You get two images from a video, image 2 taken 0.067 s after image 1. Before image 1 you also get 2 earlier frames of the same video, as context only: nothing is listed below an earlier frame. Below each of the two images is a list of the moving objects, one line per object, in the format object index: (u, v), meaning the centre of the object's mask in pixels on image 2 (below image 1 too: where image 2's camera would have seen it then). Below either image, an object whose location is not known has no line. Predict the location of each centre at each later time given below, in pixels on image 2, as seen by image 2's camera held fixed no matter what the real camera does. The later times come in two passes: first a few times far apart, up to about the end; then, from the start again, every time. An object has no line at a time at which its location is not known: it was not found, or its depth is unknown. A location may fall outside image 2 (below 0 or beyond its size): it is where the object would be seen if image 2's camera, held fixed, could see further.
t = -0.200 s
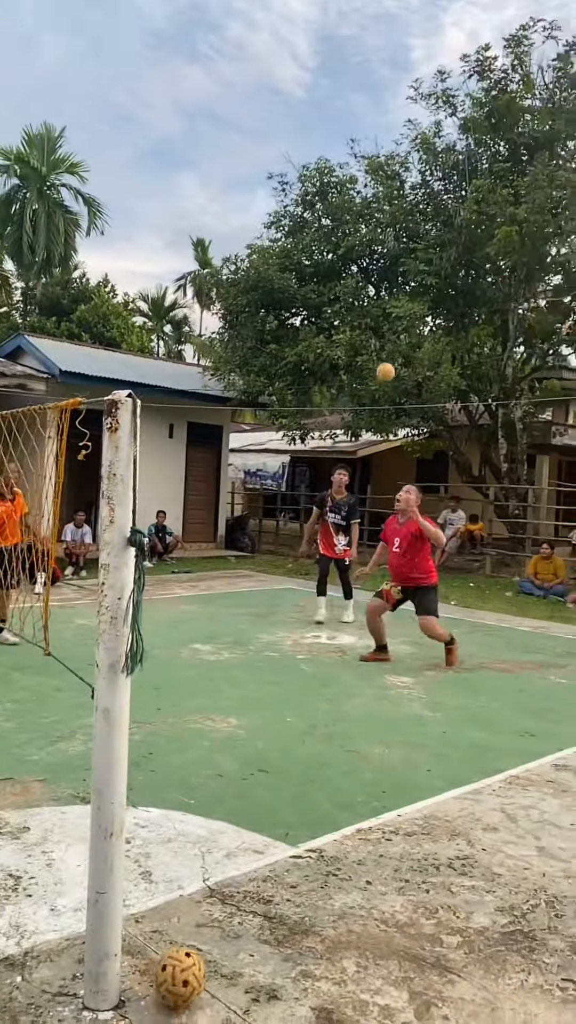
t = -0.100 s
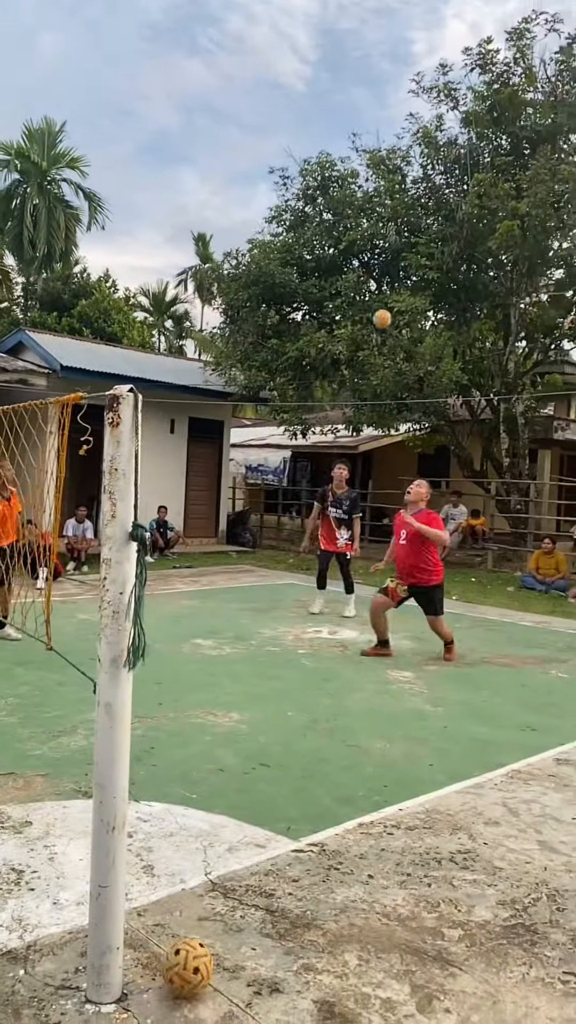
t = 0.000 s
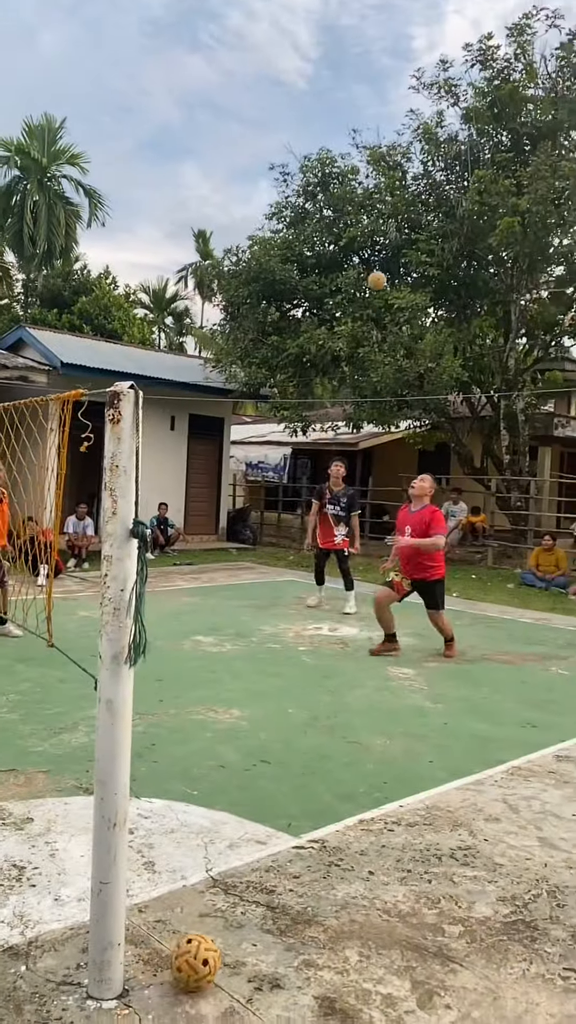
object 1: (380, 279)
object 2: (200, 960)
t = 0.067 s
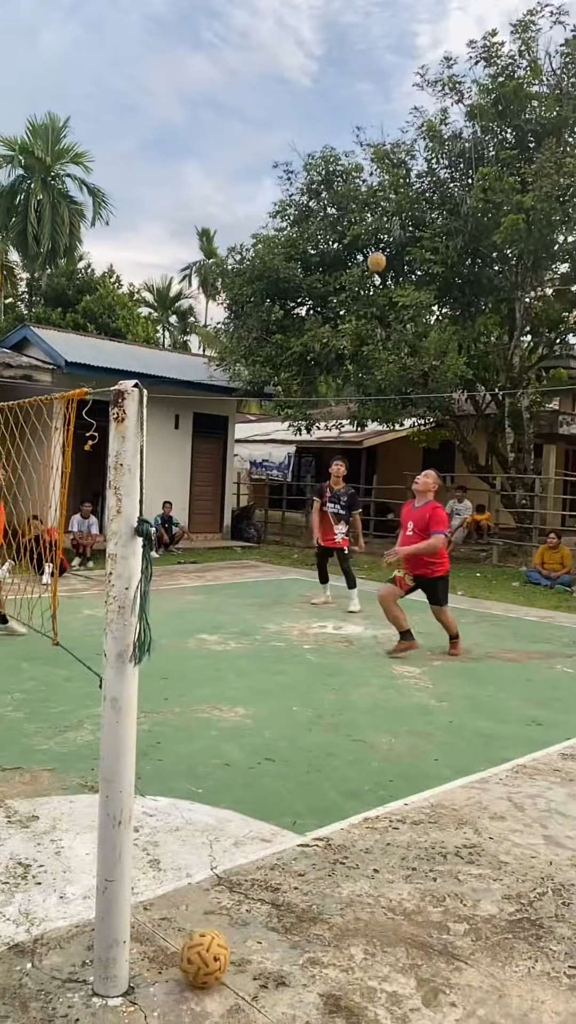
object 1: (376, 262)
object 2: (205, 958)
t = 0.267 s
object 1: (362, 249)
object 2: (218, 953)
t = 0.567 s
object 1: (335, 328)
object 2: (244, 946)
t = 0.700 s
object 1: (320, 398)
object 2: (255, 943)
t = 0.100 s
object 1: (374, 257)
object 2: (207, 958)
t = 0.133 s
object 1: (372, 253)
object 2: (209, 957)
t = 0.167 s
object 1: (369, 250)
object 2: (211, 956)
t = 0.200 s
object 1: (367, 248)
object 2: (213, 954)
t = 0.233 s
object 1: (365, 248)
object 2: (217, 954)
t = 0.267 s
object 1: (362, 249)
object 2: (218, 953)
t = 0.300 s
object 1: (359, 252)
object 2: (222, 952)
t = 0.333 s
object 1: (356, 256)
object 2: (225, 952)
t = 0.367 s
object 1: (354, 263)
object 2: (228, 952)
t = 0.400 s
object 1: (350, 270)
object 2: (230, 952)
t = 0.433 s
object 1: (347, 279)
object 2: (233, 950)
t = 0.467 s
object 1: (344, 288)
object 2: (236, 950)
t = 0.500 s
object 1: (341, 300)
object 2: (238, 949)
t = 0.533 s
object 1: (338, 313)
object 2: (241, 948)
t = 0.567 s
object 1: (335, 328)
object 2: (244, 946)
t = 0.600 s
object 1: (331, 343)
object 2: (247, 947)
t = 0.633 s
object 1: (327, 361)
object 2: (249, 946)
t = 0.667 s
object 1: (324, 379)
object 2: (252, 945)
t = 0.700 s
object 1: (320, 398)
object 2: (255, 943)
